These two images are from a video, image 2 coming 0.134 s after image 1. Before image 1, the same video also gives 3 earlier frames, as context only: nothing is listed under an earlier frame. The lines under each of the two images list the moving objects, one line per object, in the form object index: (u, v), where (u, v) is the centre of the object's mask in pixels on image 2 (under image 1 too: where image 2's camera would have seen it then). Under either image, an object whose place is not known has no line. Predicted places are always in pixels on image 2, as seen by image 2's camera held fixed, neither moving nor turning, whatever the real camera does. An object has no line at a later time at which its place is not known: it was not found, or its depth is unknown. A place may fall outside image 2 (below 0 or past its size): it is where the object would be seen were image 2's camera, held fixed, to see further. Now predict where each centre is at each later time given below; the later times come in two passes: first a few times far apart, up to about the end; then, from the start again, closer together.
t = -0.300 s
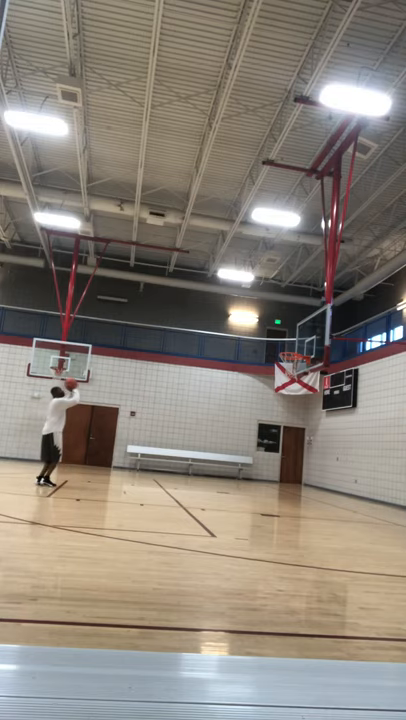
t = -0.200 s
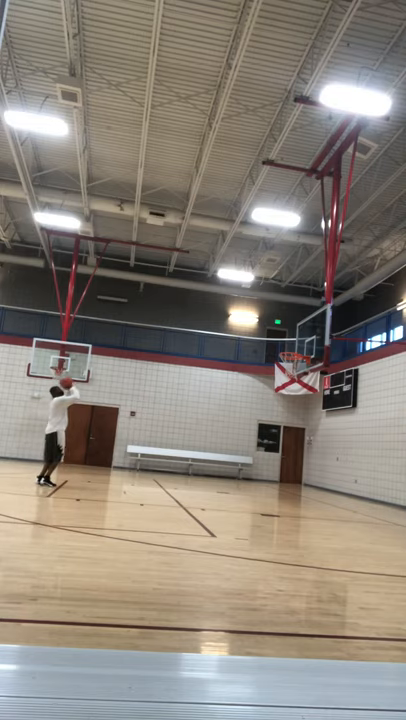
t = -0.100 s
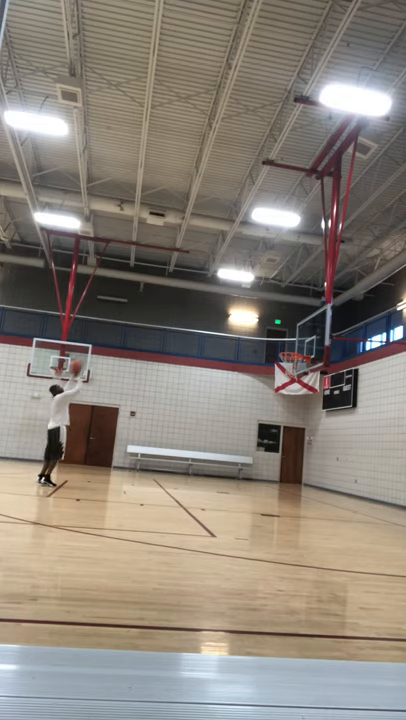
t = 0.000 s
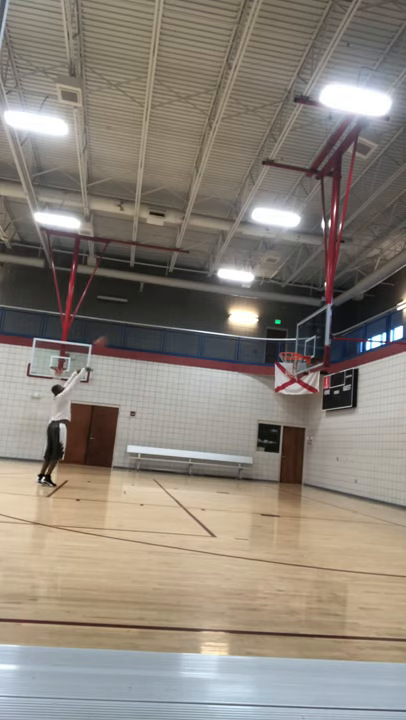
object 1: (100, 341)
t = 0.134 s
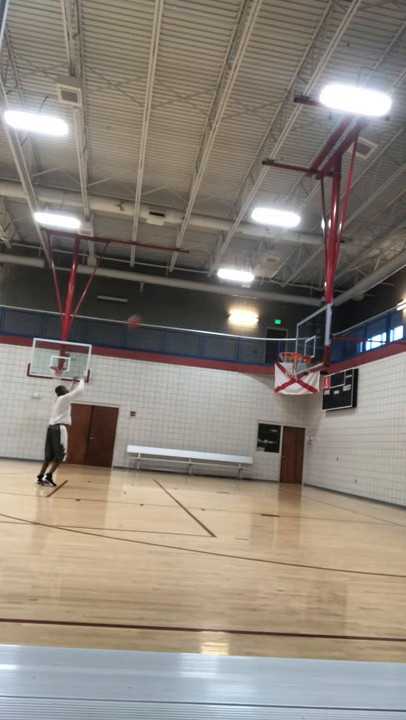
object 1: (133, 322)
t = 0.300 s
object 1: (172, 306)
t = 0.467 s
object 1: (207, 303)
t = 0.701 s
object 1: (255, 319)
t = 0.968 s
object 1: (287, 357)
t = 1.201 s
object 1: (282, 362)
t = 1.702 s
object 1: (303, 422)
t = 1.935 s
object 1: (312, 489)
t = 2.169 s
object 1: (324, 462)
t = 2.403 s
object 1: (333, 438)
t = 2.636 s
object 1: (341, 441)
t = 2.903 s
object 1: (350, 477)
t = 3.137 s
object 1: (357, 489)
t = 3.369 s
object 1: (365, 471)
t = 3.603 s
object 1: (372, 479)
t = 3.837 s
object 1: (378, 509)
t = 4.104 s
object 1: (385, 489)
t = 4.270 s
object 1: (389, 495)
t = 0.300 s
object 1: (172, 306)
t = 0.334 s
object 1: (179, 304)
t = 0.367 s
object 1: (186, 303)
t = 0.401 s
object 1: (193, 302)
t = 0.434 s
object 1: (200, 302)
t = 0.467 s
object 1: (207, 303)
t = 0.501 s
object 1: (214, 304)
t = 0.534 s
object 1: (221, 305)
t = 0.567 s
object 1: (228, 306)
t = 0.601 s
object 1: (234, 309)
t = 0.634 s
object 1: (241, 311)
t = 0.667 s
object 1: (248, 314)
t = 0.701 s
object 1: (255, 319)
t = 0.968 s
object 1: (287, 357)
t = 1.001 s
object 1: (282, 359)
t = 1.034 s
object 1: (281, 359)
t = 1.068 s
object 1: (281, 360)
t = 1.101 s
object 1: (281, 359)
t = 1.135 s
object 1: (281, 360)
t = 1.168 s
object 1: (281, 360)
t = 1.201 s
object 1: (282, 362)
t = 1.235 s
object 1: (282, 364)
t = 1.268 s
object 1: (283, 365)
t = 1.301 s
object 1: (285, 367)
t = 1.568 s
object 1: (297, 396)
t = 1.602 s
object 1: (299, 402)
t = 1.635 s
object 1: (300, 407)
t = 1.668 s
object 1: (301, 415)
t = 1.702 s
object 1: (303, 422)
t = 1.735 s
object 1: (304, 430)
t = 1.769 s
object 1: (305, 439)
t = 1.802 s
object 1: (308, 446)
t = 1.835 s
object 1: (308, 456)
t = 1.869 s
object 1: (310, 466)
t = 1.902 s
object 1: (311, 477)
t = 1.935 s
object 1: (312, 489)
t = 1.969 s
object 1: (314, 501)
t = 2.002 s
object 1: (315, 496)
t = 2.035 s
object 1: (316, 488)
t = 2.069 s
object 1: (318, 481)
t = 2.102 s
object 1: (320, 473)
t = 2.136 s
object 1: (322, 467)
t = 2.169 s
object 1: (324, 462)
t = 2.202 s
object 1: (325, 457)
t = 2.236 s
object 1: (326, 453)
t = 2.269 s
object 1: (328, 449)
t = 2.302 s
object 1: (329, 445)
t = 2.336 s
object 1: (330, 443)
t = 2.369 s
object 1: (332, 440)
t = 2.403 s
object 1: (333, 438)
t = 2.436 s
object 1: (334, 437)
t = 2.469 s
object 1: (335, 437)
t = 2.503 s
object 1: (337, 437)
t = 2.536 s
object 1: (338, 436)
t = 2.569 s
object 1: (339, 437)
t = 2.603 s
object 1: (340, 439)
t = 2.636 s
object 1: (341, 441)
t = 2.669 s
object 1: (342, 443)
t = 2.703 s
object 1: (343, 447)
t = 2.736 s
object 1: (344, 450)
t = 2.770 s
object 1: (345, 455)
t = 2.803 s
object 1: (346, 459)
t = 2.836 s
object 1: (348, 464)
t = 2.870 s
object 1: (349, 470)
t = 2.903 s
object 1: (350, 477)
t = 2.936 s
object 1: (350, 484)
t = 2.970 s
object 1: (351, 491)
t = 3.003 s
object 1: (353, 500)
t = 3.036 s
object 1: (353, 506)
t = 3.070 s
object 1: (354, 500)
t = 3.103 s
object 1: (356, 494)
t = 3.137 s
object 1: (357, 489)
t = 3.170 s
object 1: (358, 486)
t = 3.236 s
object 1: (361, 479)
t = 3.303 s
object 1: (363, 474)
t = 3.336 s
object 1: (364, 472)
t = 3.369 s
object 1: (365, 471)
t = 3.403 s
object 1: (366, 470)
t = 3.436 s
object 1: (367, 470)
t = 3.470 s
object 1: (368, 471)
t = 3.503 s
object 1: (369, 472)
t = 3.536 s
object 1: (370, 473)
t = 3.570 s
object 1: (371, 476)
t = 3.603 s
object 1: (372, 479)
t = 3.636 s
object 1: (373, 482)
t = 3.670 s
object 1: (374, 486)
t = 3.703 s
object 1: (375, 490)
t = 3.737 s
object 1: (376, 495)
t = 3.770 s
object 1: (376, 501)
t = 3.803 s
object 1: (377, 508)
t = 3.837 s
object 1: (378, 509)
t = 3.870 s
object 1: (379, 504)
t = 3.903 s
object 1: (380, 500)
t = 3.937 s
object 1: (381, 497)
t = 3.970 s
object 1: (382, 494)
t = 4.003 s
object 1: (383, 492)
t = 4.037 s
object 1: (384, 491)
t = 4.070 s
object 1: (385, 490)
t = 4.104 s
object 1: (385, 489)
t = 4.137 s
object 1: (386, 489)
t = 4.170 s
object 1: (387, 490)
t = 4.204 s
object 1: (387, 491)
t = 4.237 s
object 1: (388, 492)
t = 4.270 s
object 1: (389, 495)
